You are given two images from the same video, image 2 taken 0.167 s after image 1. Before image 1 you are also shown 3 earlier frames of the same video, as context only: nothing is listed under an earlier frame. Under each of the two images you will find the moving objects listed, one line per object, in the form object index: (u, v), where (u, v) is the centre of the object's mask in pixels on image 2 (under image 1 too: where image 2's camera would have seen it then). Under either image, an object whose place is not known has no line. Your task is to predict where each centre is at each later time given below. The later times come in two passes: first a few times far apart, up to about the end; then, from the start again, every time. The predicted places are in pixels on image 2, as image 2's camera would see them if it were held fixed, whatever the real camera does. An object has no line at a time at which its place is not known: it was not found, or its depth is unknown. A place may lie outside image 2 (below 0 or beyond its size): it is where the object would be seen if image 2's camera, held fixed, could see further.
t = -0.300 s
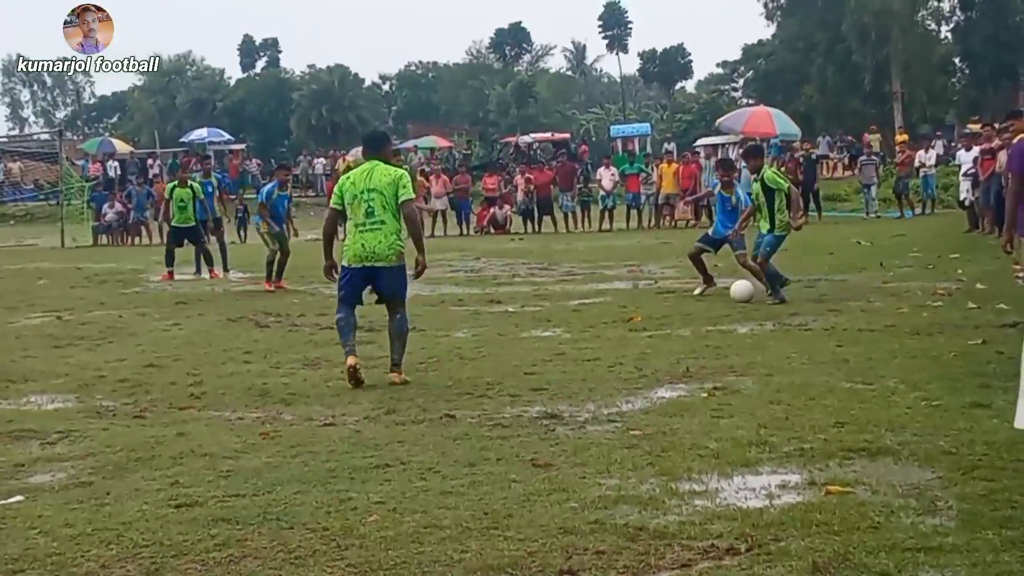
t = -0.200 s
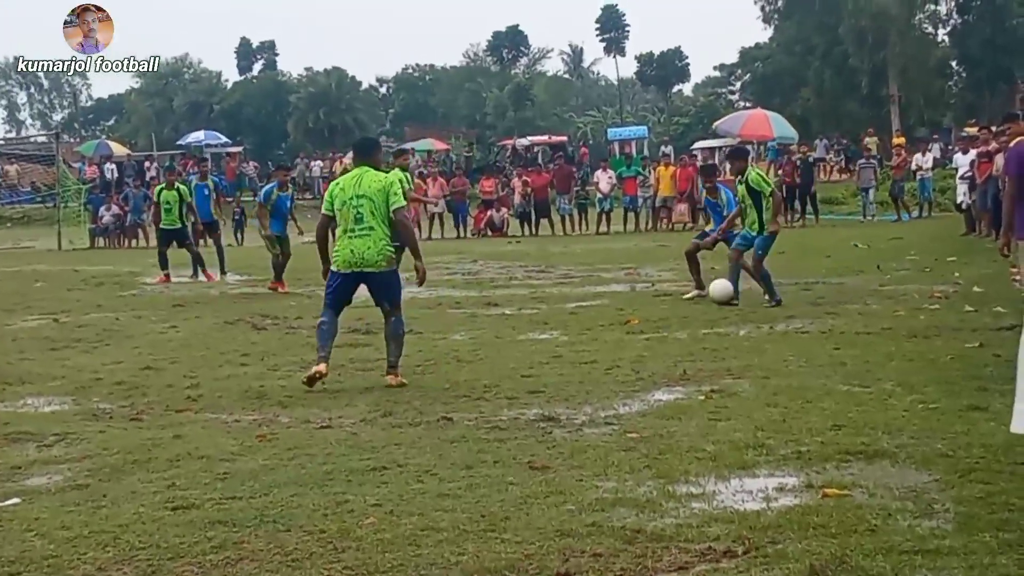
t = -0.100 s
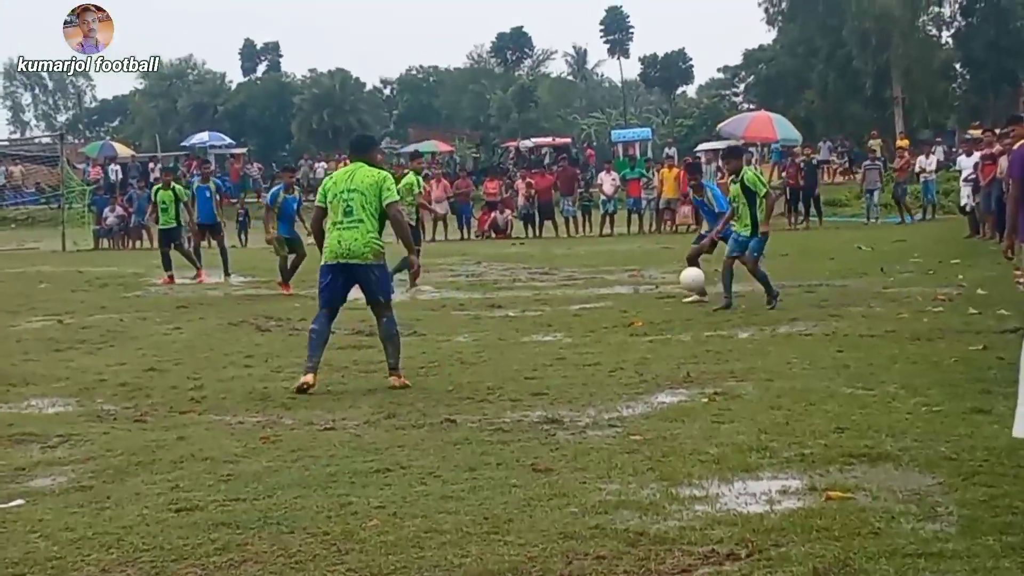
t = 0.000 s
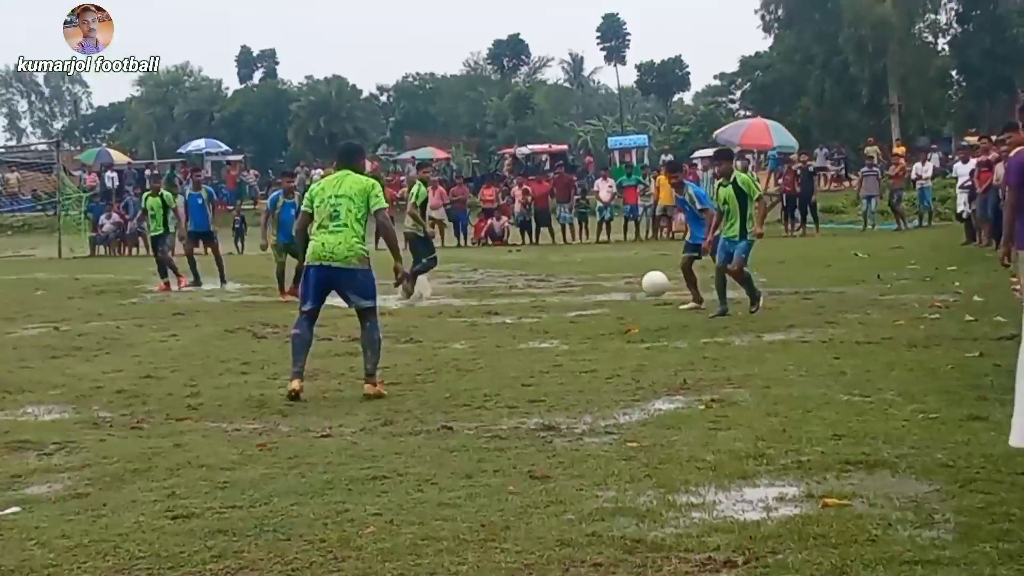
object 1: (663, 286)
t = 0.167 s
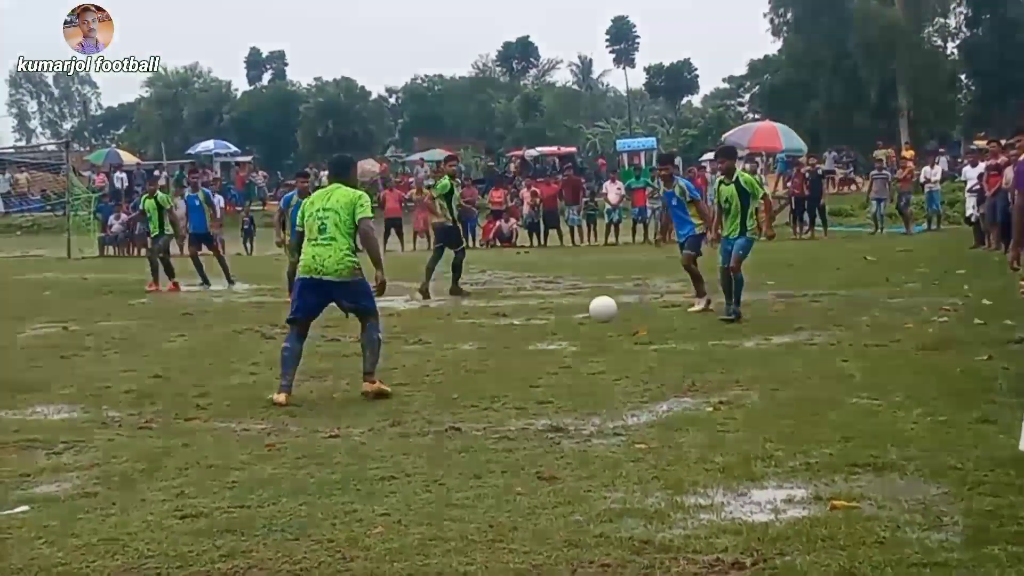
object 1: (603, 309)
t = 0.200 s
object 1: (590, 319)
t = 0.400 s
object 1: (519, 325)
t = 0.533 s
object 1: (473, 331)
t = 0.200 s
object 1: (590, 319)
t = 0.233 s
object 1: (577, 329)
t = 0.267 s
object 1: (564, 341)
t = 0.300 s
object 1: (553, 335)
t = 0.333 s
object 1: (542, 331)
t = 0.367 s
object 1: (531, 327)
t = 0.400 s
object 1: (519, 325)
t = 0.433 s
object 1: (508, 324)
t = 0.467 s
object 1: (496, 325)
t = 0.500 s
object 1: (484, 327)
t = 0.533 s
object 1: (473, 331)
